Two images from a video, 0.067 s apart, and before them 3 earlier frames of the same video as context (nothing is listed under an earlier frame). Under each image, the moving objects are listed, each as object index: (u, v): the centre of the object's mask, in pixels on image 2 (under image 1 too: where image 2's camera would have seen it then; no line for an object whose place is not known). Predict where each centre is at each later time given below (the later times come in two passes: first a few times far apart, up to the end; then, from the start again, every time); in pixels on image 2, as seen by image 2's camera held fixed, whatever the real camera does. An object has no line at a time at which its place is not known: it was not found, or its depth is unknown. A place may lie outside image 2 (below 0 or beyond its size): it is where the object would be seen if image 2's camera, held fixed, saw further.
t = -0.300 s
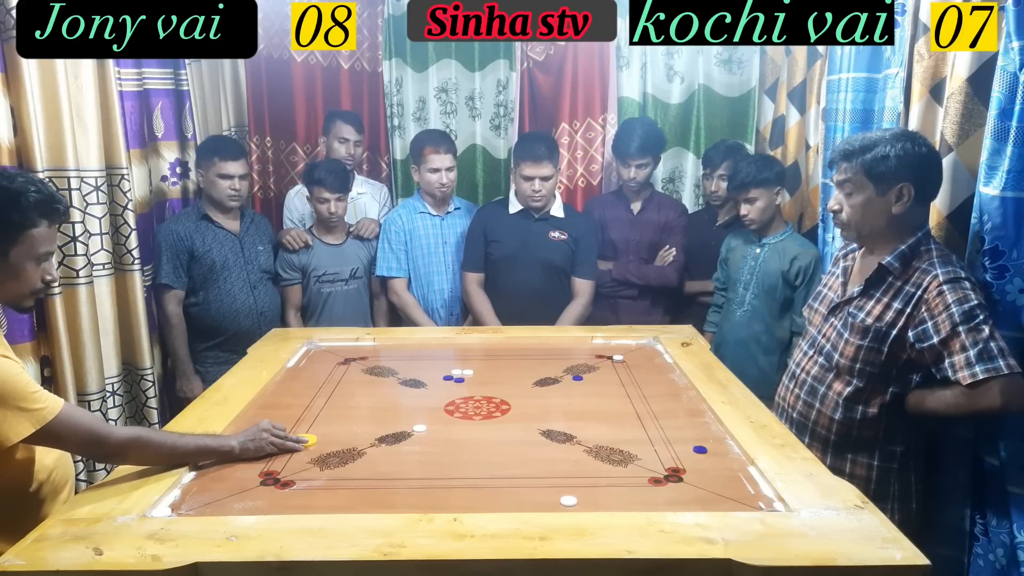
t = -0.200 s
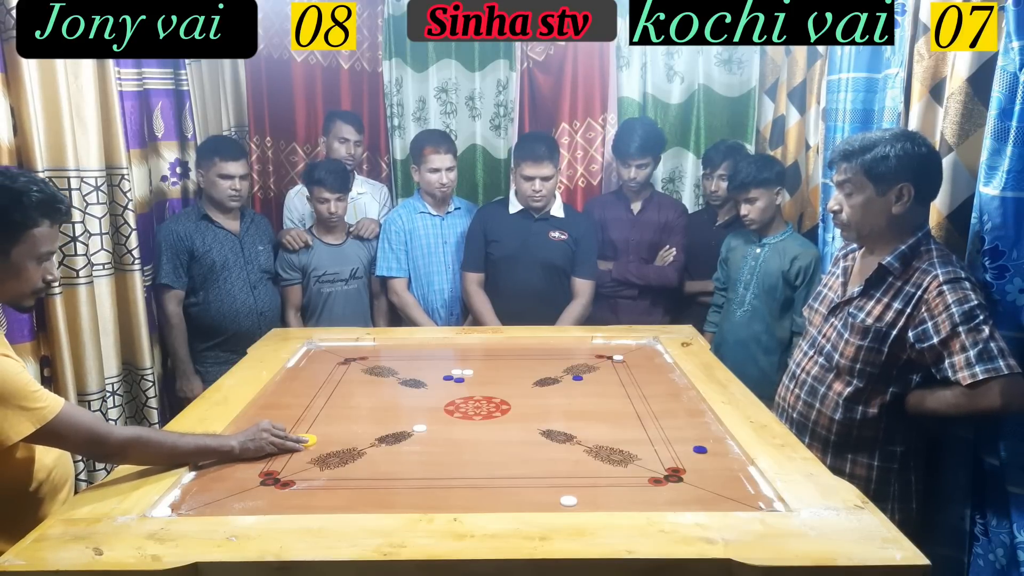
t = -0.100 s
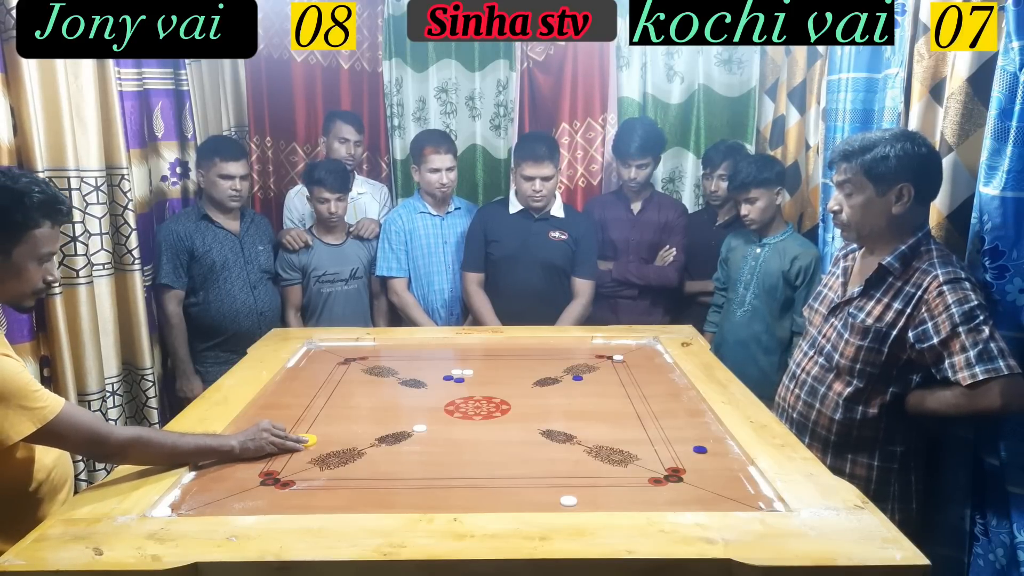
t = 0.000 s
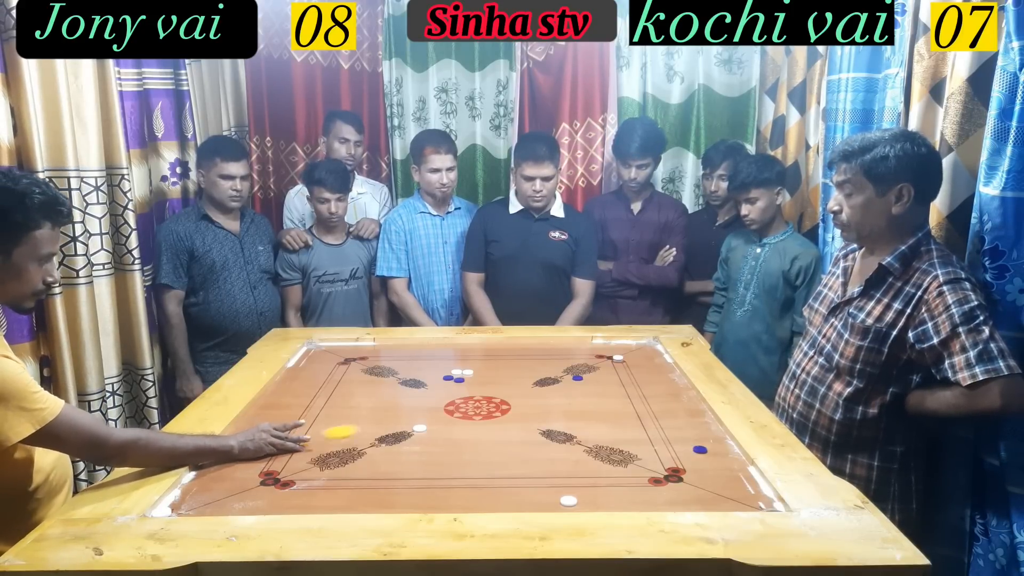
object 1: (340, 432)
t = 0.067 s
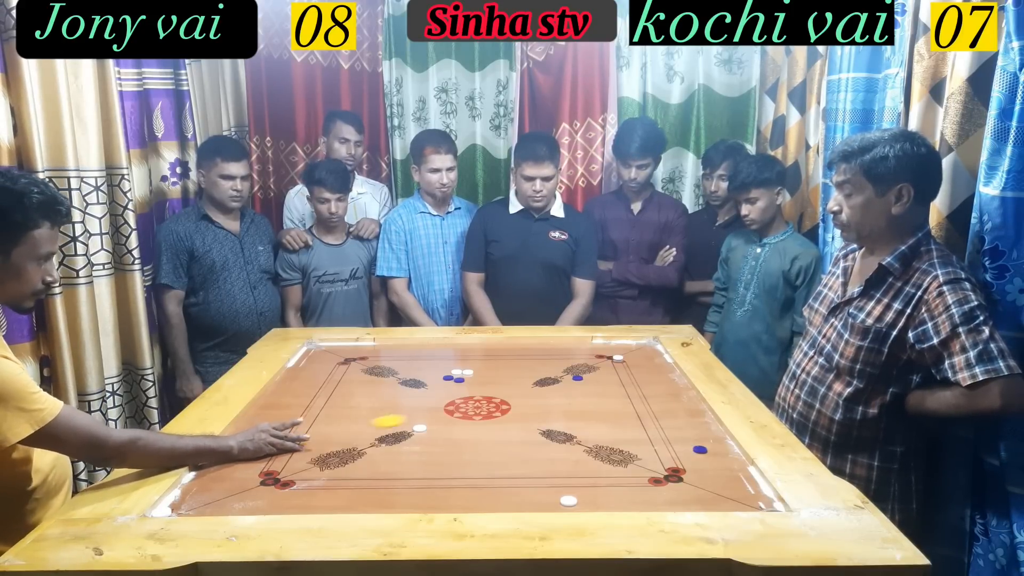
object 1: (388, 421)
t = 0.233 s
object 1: (488, 398)
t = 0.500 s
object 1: (593, 375)
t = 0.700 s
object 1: (636, 365)
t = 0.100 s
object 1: (411, 416)
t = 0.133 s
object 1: (432, 412)
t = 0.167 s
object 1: (452, 407)
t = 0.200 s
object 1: (471, 403)
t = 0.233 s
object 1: (488, 398)
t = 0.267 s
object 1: (506, 395)
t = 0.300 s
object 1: (522, 391)
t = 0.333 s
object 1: (538, 387)
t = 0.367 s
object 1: (552, 384)
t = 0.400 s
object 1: (566, 381)
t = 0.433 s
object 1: (575, 379)
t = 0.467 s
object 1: (584, 377)
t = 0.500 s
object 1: (593, 375)
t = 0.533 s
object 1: (601, 373)
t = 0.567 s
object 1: (608, 371)
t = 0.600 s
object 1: (616, 370)
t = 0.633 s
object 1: (623, 368)
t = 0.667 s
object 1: (630, 367)
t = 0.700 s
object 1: (636, 365)
